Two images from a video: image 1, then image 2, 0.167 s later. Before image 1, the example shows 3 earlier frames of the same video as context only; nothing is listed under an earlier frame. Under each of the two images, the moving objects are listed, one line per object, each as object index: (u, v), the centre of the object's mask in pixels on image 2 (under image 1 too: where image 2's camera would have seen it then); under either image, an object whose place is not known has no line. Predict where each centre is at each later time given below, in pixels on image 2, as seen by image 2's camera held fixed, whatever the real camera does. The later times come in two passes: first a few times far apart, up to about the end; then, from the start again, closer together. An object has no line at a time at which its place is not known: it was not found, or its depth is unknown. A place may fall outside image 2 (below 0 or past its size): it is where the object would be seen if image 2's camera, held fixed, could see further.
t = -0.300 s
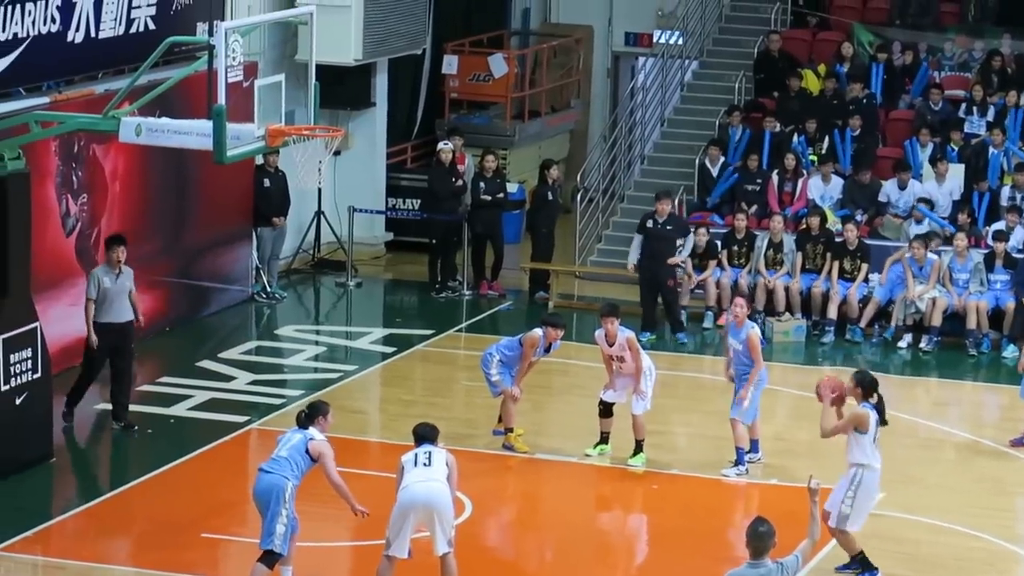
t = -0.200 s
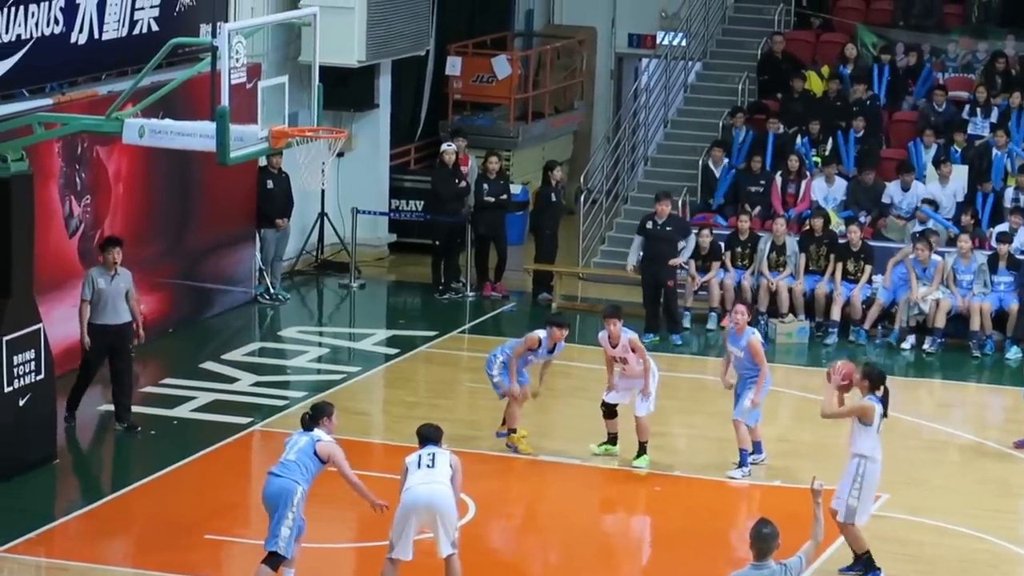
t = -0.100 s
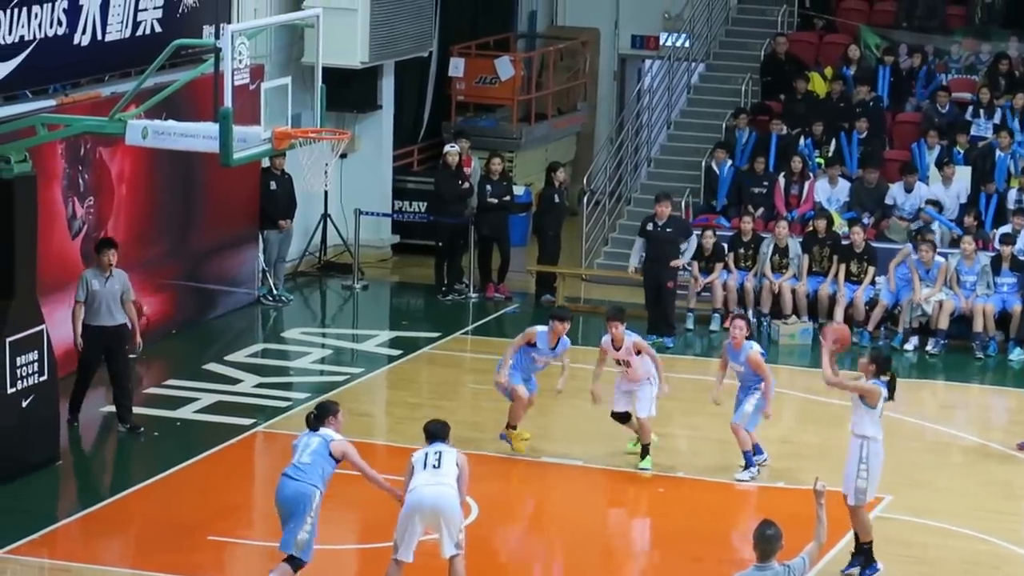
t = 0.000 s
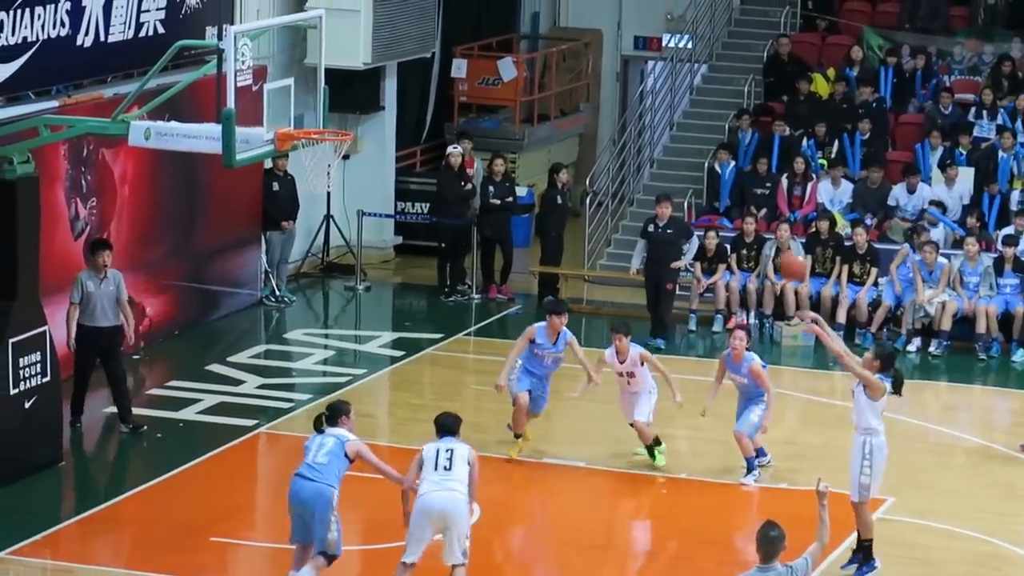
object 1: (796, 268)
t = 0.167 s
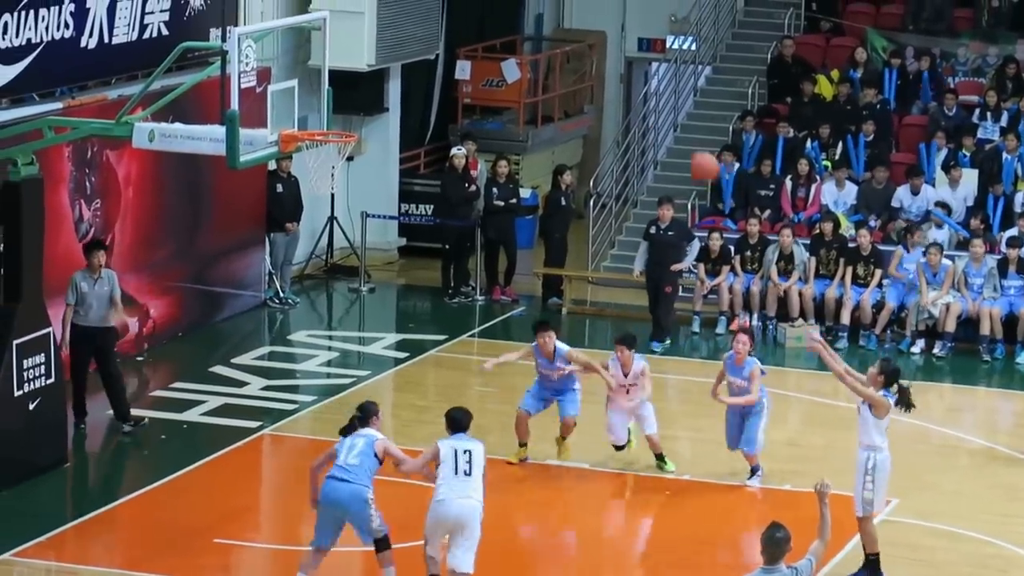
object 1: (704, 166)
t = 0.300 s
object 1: (630, 112)
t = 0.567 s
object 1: (485, 70)
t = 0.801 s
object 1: (362, 104)
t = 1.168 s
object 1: (380, 203)
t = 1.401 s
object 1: (423, 298)
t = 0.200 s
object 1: (684, 150)
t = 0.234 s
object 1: (667, 136)
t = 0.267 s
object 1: (649, 123)
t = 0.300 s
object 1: (630, 112)
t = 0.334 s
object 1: (611, 102)
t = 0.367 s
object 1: (593, 93)
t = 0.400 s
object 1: (575, 86)
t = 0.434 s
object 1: (557, 79)
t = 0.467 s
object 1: (539, 74)
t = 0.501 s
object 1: (521, 72)
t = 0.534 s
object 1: (504, 70)
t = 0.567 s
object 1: (485, 70)
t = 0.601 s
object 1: (467, 70)
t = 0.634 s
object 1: (448, 73)
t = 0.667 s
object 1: (431, 76)
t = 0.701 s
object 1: (414, 81)
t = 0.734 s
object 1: (396, 87)
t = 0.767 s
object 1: (378, 96)
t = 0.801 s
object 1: (362, 104)
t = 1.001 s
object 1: (348, 175)
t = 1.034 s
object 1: (355, 178)
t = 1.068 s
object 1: (361, 182)
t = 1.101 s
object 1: (368, 188)
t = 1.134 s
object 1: (374, 195)
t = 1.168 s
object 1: (380, 203)
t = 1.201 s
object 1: (386, 213)
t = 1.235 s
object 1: (392, 224)
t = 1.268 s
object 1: (398, 236)
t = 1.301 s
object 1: (404, 249)
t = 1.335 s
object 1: (411, 264)
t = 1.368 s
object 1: (418, 280)
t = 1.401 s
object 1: (423, 298)
